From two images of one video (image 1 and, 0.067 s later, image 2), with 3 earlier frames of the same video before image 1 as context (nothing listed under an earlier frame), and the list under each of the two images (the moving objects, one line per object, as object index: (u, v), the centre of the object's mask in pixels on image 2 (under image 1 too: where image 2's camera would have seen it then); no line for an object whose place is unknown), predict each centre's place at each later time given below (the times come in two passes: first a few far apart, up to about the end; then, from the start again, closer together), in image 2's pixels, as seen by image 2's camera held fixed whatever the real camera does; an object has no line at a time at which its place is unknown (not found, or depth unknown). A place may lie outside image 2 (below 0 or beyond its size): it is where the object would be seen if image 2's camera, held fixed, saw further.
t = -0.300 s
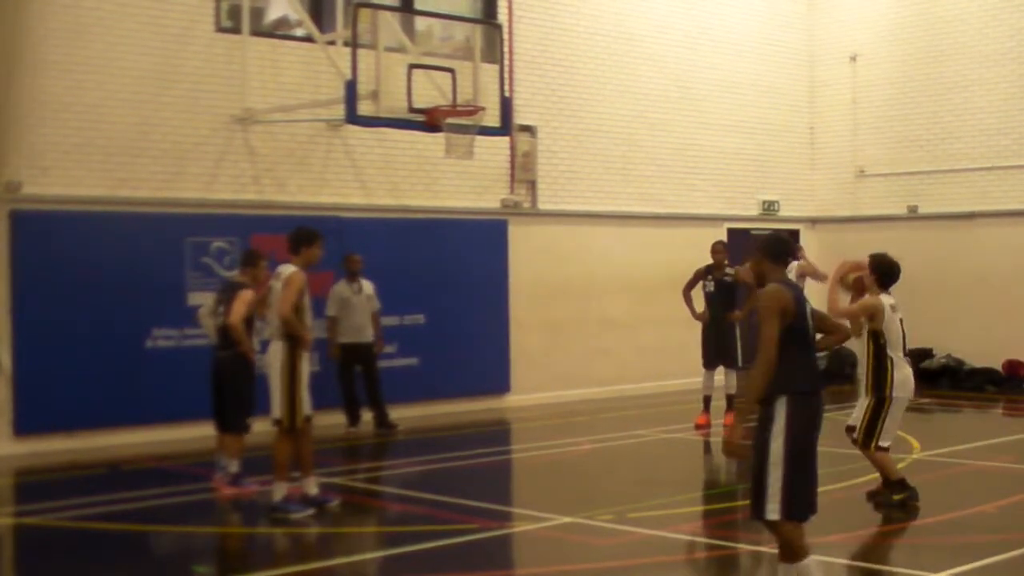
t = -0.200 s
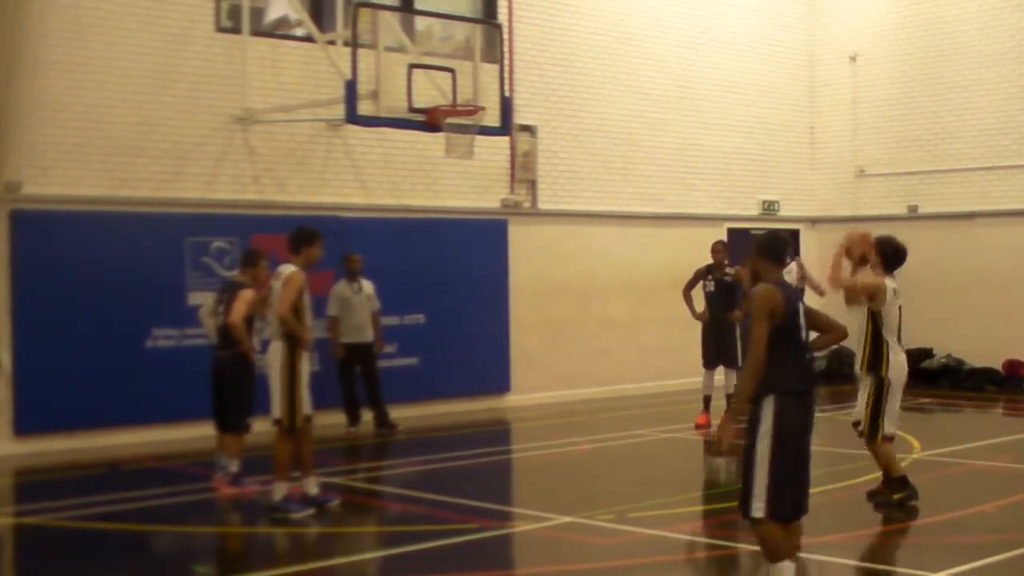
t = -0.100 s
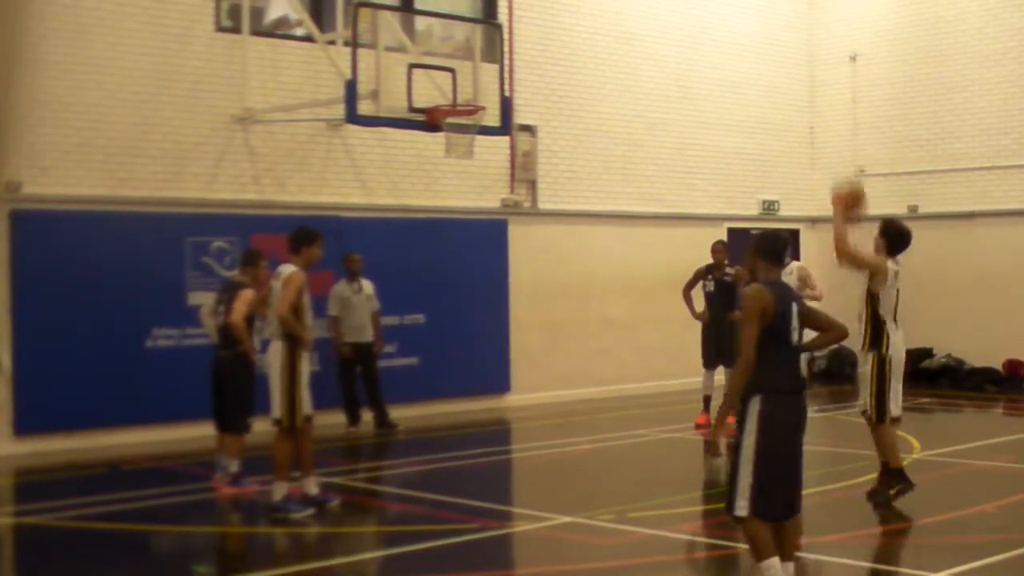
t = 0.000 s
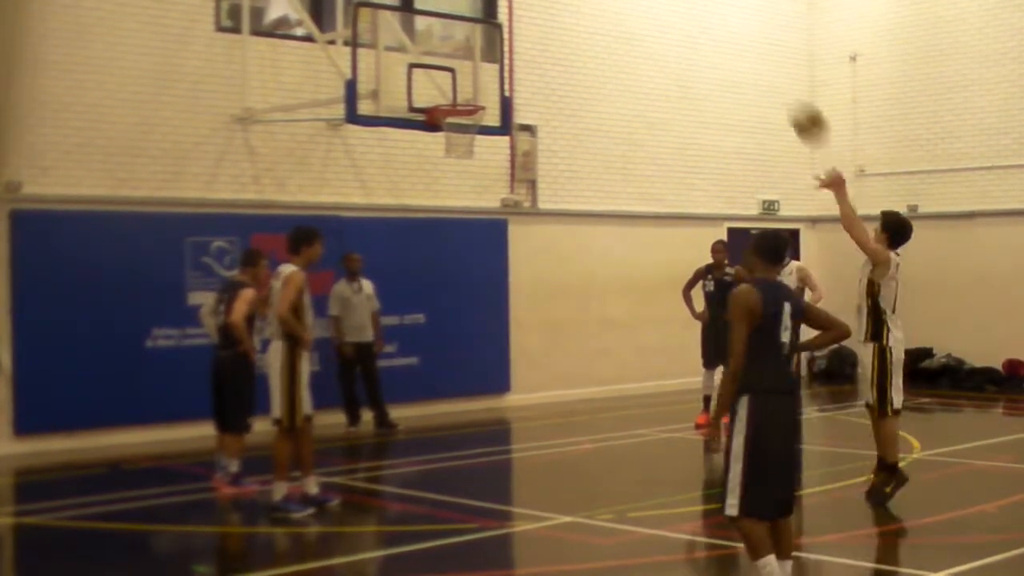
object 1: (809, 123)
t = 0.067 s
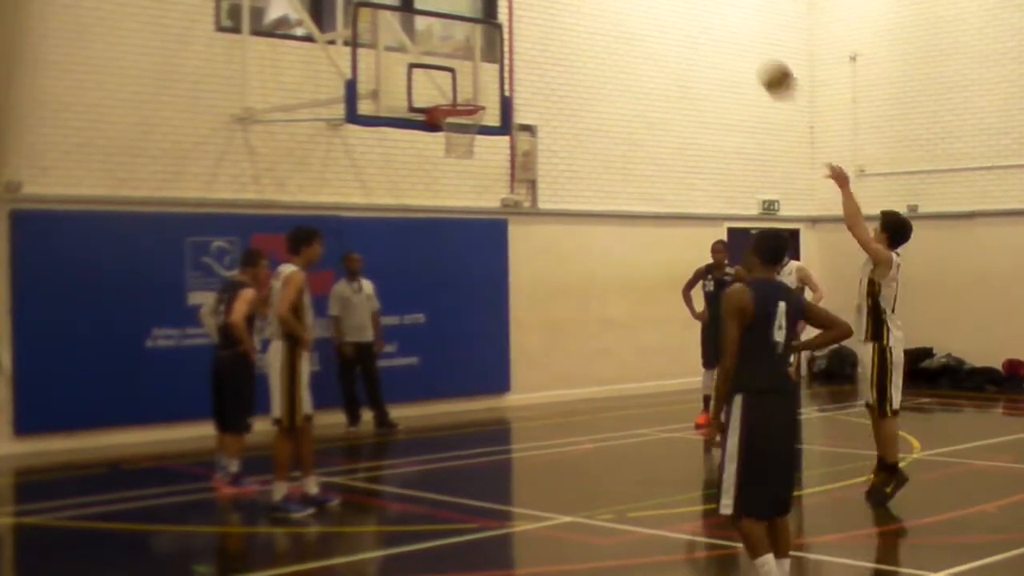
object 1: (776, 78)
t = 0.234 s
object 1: (705, 7)
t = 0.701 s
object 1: (542, 1)
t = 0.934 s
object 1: (475, 73)
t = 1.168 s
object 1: (444, 56)
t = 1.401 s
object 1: (422, 43)
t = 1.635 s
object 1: (397, 96)
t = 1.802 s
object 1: (380, 183)
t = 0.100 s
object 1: (761, 59)
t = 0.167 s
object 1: (733, 28)
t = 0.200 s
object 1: (719, 14)
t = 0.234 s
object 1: (705, 7)
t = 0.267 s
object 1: (691, 3)
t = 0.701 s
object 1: (542, 1)
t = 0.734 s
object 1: (533, 4)
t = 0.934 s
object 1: (475, 73)
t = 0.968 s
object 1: (467, 88)
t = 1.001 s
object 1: (458, 102)
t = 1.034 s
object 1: (456, 91)
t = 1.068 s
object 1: (452, 81)
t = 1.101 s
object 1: (450, 72)
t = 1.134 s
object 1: (447, 63)
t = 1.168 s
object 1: (444, 56)
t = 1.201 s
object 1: (440, 51)
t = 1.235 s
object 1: (437, 48)
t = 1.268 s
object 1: (434, 44)
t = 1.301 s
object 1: (432, 42)
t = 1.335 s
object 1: (429, 41)
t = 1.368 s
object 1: (425, 41)
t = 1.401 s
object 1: (422, 43)
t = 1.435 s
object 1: (419, 46)
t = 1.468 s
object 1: (414, 52)
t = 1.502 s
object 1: (412, 58)
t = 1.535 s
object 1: (408, 66)
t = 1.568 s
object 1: (406, 74)
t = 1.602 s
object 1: (402, 85)
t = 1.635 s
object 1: (397, 96)
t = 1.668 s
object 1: (395, 107)
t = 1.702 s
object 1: (392, 123)
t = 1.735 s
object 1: (388, 144)
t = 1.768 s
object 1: (384, 162)
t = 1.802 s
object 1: (380, 183)
